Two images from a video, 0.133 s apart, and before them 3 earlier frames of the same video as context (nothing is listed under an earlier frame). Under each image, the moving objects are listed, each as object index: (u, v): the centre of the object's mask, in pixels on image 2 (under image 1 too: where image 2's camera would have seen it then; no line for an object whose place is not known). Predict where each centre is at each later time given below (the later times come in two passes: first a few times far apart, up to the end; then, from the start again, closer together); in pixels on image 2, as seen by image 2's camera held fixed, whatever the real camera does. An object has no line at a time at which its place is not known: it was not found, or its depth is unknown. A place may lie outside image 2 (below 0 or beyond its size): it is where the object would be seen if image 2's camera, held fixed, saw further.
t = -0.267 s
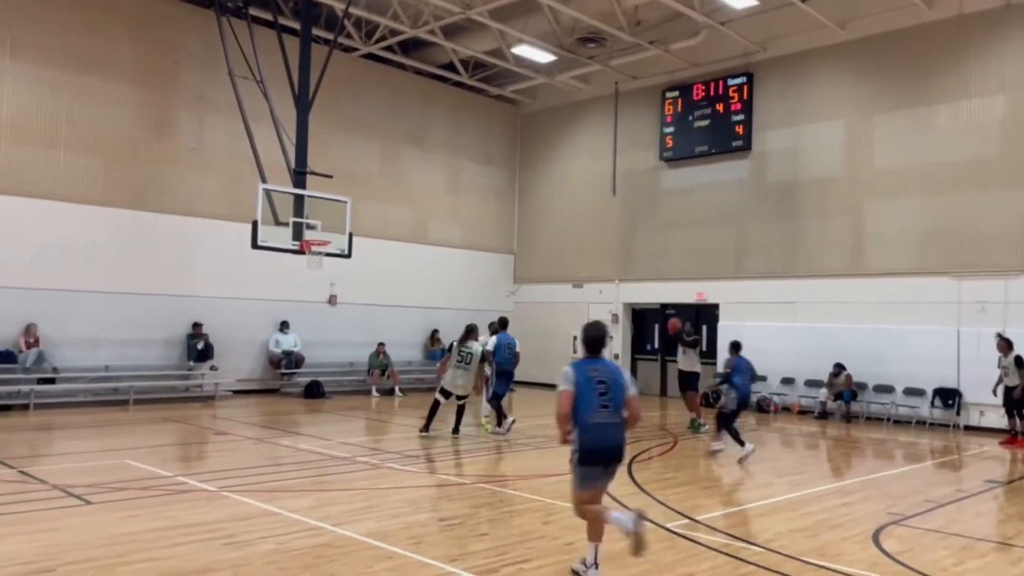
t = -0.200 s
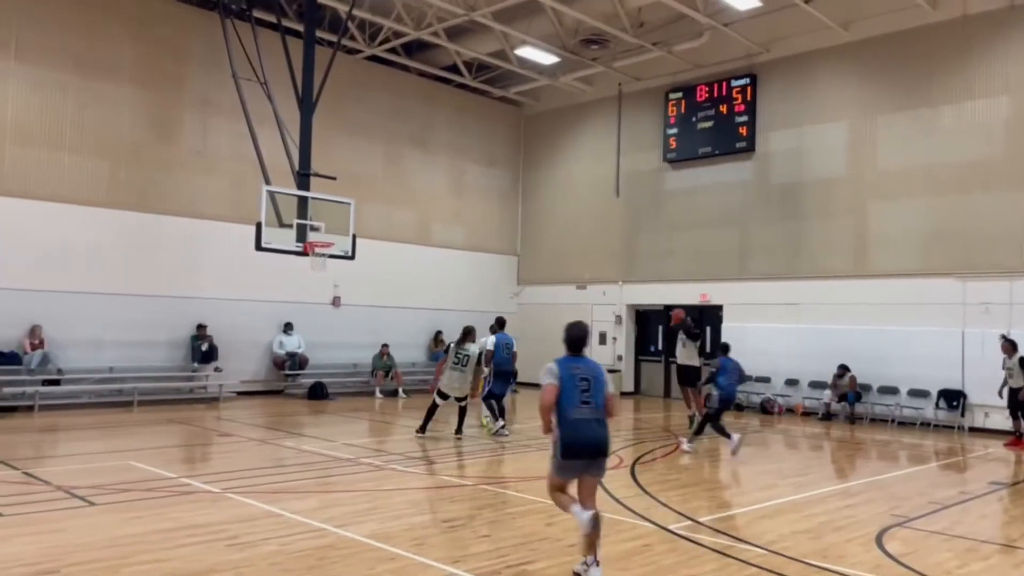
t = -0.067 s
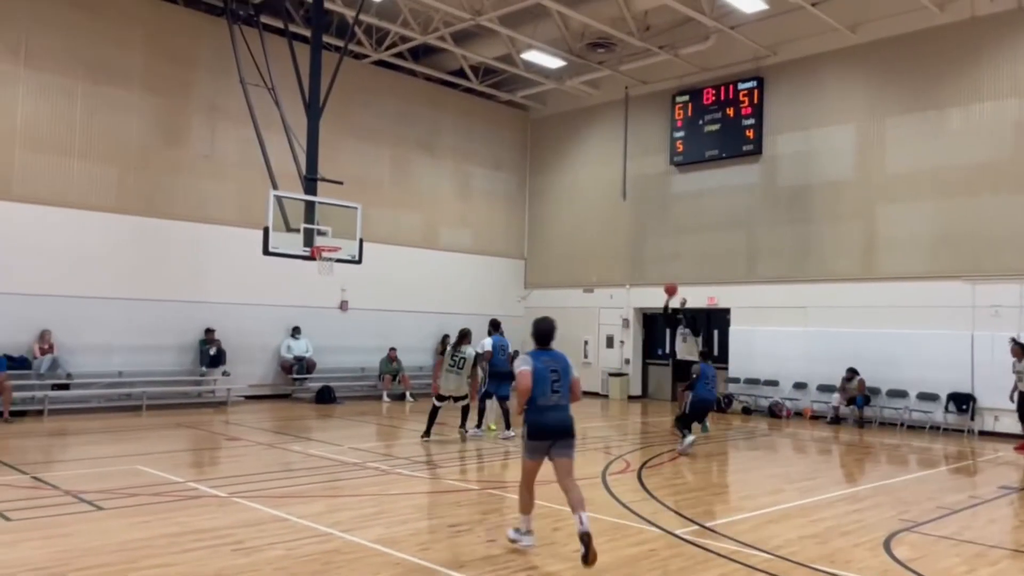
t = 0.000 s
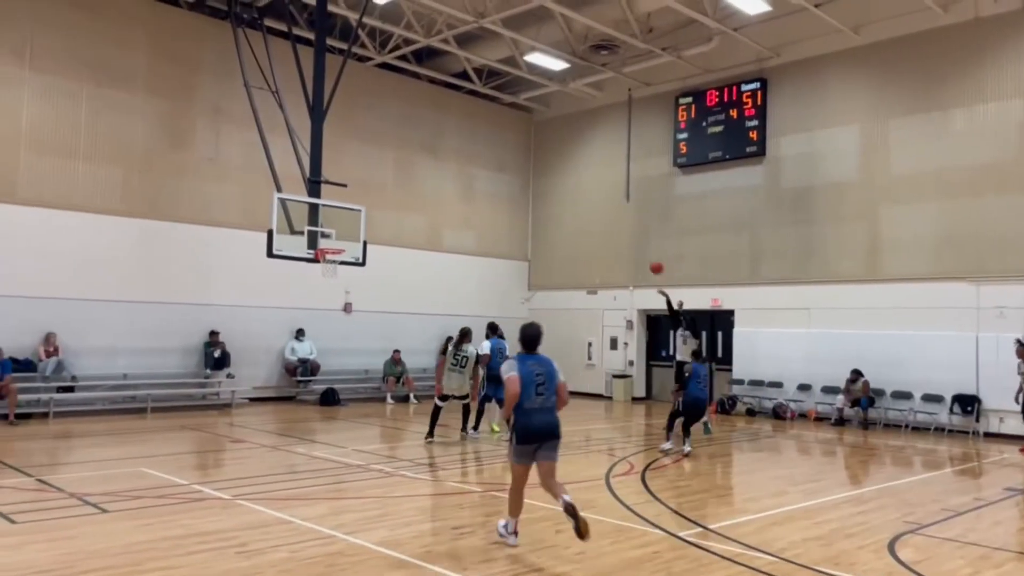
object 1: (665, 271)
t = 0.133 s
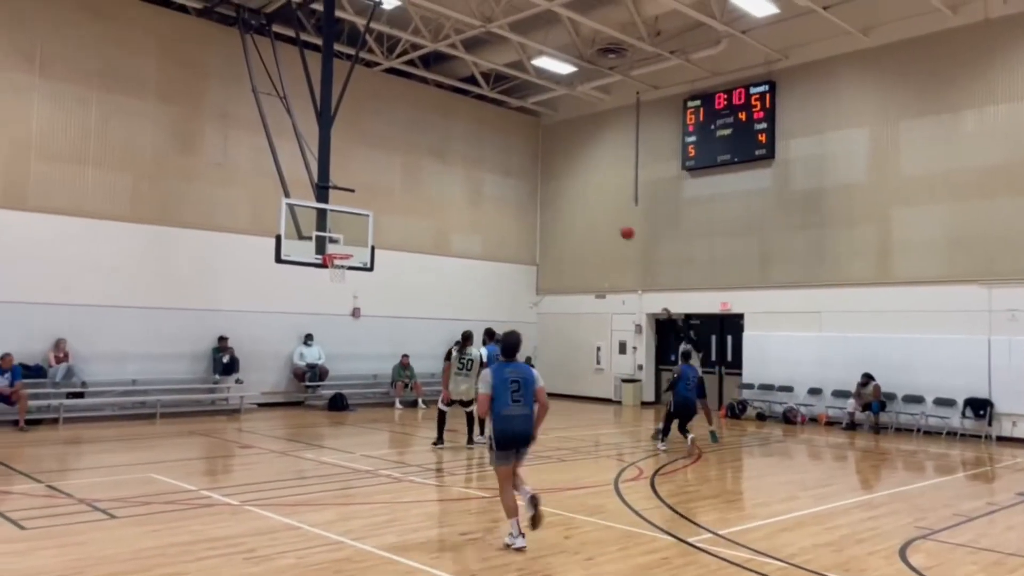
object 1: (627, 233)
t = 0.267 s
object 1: (590, 205)
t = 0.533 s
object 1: (517, 177)
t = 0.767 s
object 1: (453, 185)
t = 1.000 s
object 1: (389, 221)
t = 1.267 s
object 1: (377, 235)
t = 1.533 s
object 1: (415, 229)
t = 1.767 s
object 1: (446, 255)
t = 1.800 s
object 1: (450, 260)
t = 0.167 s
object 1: (618, 225)
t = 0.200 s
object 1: (608, 217)
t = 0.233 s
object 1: (599, 211)
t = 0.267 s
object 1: (590, 205)
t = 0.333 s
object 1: (572, 194)
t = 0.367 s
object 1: (562, 190)
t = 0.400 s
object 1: (553, 187)
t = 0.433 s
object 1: (544, 182)
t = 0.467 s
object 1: (536, 180)
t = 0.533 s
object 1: (517, 177)
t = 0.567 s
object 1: (508, 177)
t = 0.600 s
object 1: (499, 176)
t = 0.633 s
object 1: (490, 177)
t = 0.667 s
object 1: (480, 178)
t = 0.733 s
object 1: (462, 182)
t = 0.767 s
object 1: (453, 185)
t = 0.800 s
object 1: (444, 188)
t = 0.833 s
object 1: (435, 192)
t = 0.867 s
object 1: (426, 197)
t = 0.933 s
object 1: (408, 208)
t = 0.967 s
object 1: (398, 214)
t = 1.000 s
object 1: (389, 221)
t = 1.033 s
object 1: (380, 229)
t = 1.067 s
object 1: (372, 236)
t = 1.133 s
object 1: (356, 252)
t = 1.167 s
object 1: (361, 247)
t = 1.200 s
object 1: (367, 242)
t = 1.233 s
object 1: (372, 238)
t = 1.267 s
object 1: (377, 235)
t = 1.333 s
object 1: (387, 230)
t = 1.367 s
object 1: (392, 229)
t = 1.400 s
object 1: (397, 228)
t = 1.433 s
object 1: (402, 227)
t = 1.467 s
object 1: (406, 228)
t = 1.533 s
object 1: (415, 229)
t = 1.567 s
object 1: (420, 232)
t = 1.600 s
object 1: (425, 234)
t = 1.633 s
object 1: (429, 237)
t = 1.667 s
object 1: (433, 241)
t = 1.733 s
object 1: (441, 249)
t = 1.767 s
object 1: (446, 255)
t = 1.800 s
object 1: (450, 260)
